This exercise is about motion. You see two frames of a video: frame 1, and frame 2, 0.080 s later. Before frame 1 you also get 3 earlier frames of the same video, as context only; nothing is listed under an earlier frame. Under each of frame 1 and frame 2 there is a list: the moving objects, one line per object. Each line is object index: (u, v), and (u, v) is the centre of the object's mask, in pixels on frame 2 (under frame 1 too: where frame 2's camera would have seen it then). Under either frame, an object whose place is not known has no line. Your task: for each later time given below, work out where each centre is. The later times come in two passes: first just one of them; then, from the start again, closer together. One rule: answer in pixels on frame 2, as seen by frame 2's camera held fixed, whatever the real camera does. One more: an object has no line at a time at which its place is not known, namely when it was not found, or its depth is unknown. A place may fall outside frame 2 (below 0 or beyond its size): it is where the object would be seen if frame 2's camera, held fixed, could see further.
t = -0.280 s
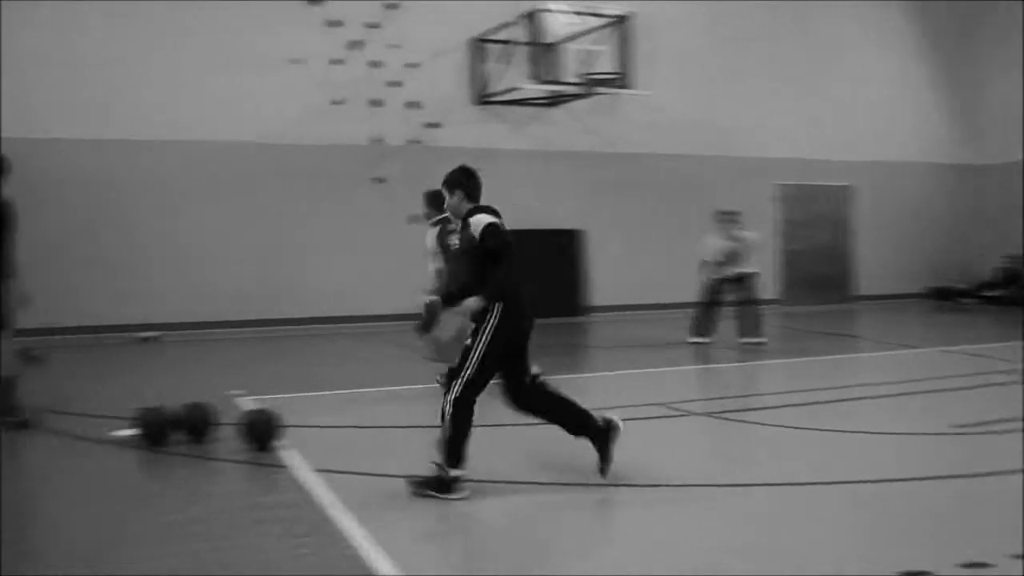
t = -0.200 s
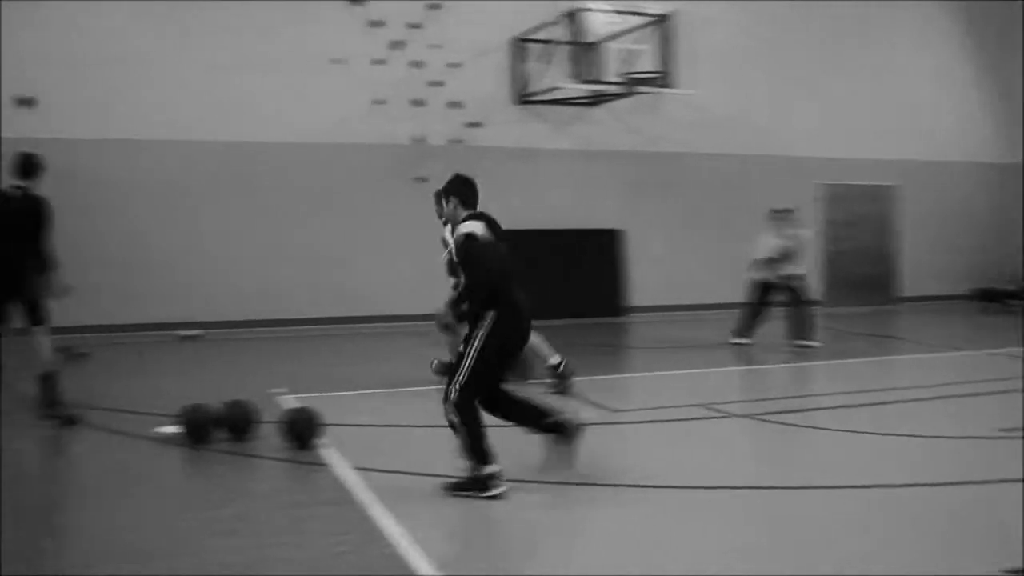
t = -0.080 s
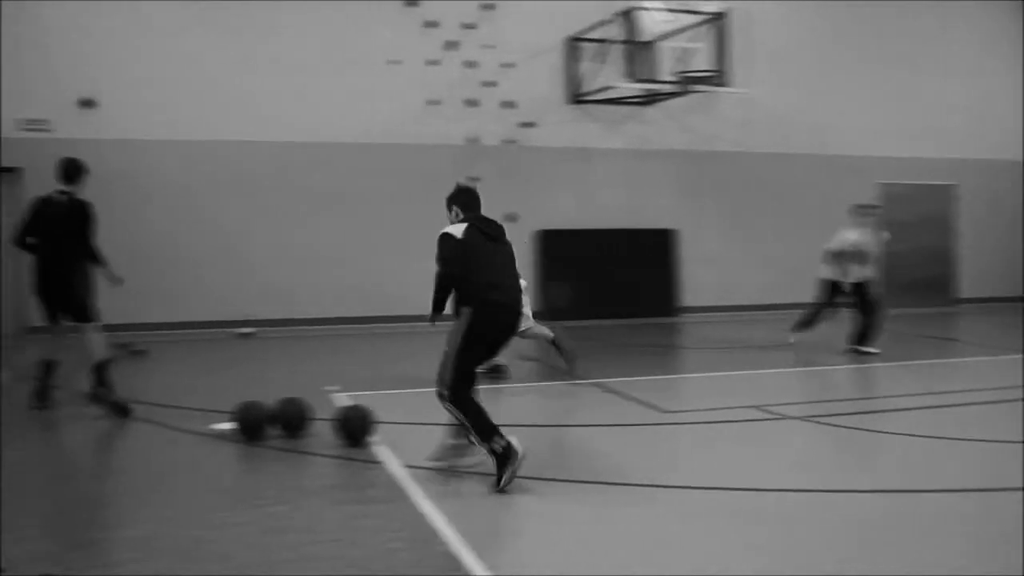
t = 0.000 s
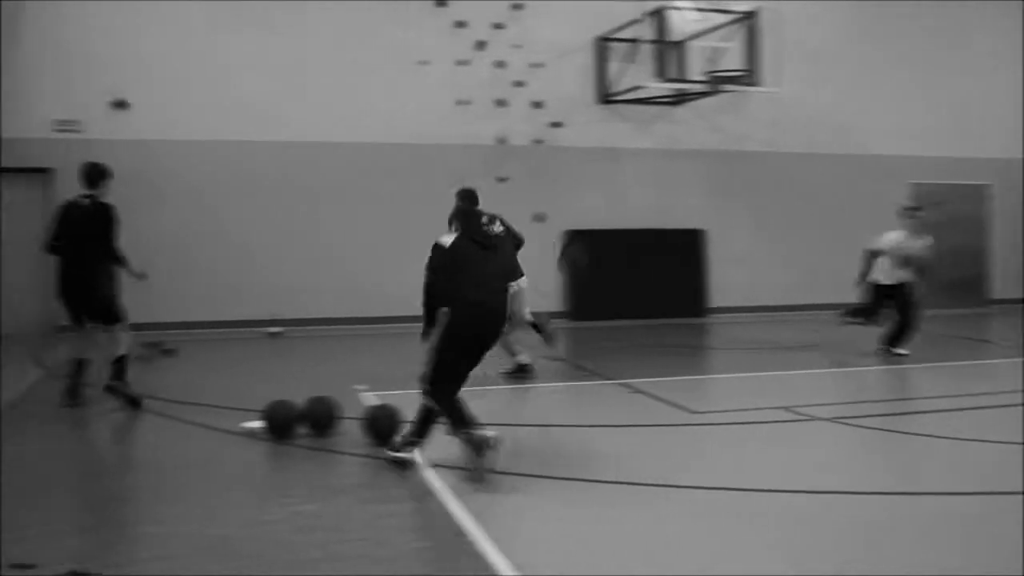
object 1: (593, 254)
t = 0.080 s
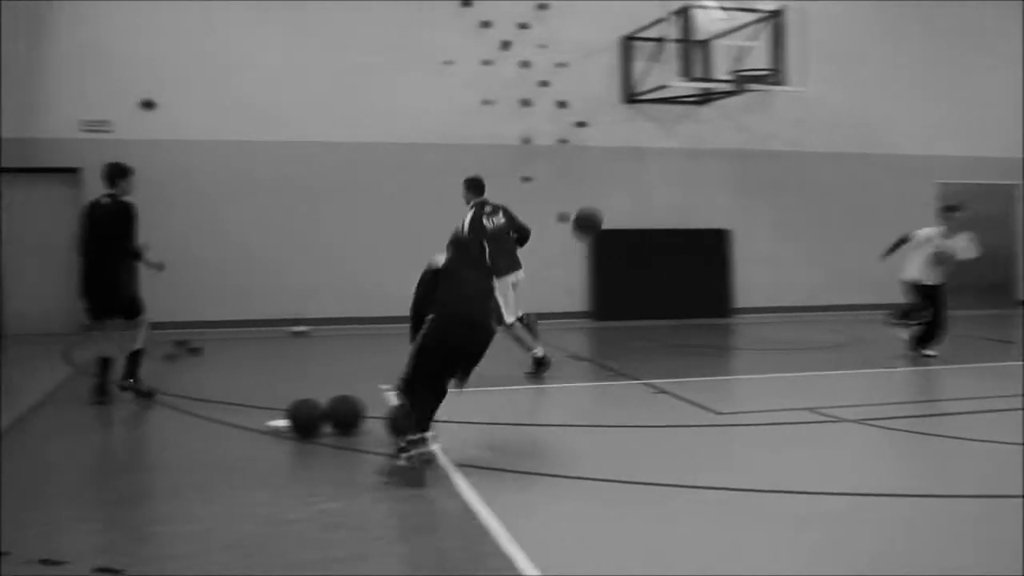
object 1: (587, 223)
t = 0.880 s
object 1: (477, 316)
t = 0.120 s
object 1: (581, 208)
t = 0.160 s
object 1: (577, 195)
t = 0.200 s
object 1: (574, 184)
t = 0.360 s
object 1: (554, 158)
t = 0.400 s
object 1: (550, 156)
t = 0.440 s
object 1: (544, 156)
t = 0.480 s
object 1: (538, 159)
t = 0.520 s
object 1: (532, 163)
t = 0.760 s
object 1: (497, 242)
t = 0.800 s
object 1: (491, 265)
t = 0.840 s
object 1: (484, 289)
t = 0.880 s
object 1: (477, 316)
